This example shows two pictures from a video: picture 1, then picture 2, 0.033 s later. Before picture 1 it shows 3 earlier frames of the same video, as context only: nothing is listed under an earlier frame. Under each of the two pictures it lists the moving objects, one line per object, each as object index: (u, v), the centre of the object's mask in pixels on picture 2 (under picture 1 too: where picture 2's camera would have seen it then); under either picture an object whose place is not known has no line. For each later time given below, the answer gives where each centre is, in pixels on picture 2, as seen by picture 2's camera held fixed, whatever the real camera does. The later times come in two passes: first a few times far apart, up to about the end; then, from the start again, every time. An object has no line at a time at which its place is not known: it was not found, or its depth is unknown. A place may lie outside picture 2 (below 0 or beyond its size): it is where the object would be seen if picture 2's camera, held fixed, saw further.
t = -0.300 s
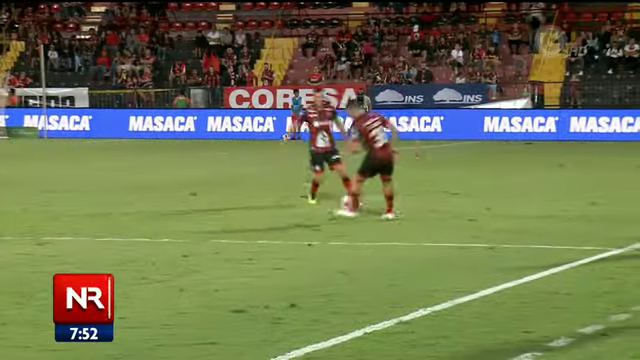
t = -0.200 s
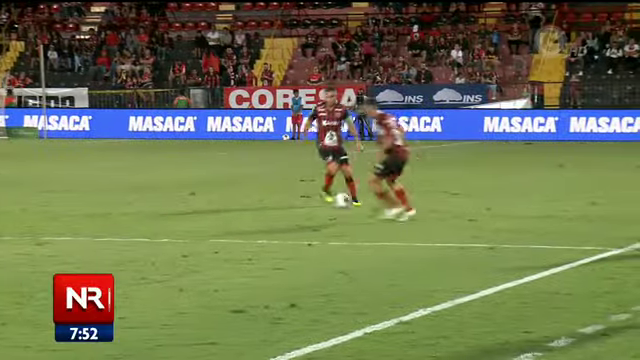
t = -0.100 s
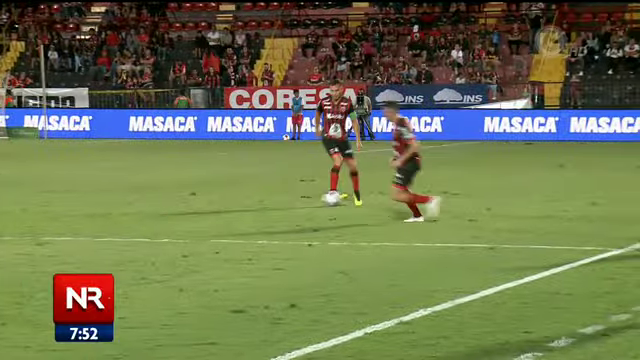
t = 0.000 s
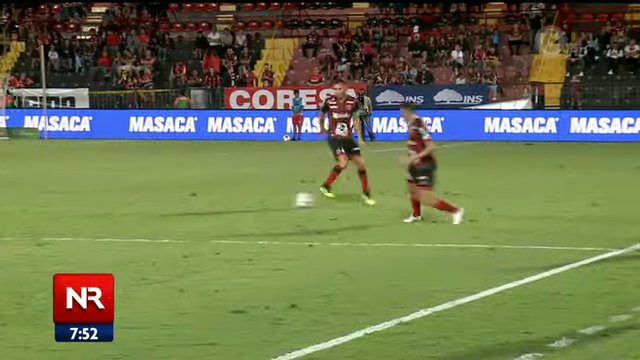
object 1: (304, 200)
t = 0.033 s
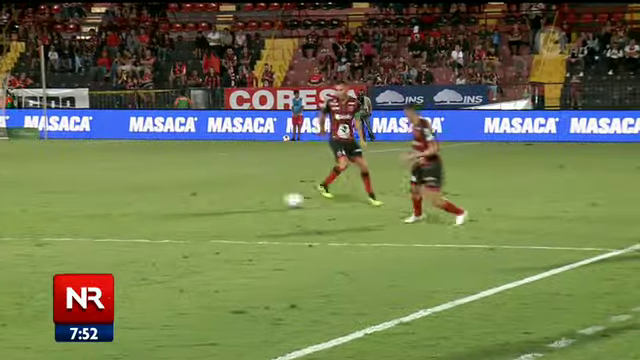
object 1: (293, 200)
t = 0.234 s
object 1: (242, 202)
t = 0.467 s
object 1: (194, 204)
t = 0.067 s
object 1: (285, 200)
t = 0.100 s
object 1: (275, 200)
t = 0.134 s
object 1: (267, 201)
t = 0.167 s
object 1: (259, 201)
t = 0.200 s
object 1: (250, 201)
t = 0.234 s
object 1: (242, 202)
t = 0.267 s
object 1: (235, 202)
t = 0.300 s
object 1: (228, 202)
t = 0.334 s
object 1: (220, 203)
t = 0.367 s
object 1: (213, 203)
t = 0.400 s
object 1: (206, 204)
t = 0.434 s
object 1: (201, 204)
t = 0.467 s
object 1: (194, 204)
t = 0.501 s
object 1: (188, 204)
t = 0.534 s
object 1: (183, 204)
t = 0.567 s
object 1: (177, 205)
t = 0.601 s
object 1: (172, 205)
